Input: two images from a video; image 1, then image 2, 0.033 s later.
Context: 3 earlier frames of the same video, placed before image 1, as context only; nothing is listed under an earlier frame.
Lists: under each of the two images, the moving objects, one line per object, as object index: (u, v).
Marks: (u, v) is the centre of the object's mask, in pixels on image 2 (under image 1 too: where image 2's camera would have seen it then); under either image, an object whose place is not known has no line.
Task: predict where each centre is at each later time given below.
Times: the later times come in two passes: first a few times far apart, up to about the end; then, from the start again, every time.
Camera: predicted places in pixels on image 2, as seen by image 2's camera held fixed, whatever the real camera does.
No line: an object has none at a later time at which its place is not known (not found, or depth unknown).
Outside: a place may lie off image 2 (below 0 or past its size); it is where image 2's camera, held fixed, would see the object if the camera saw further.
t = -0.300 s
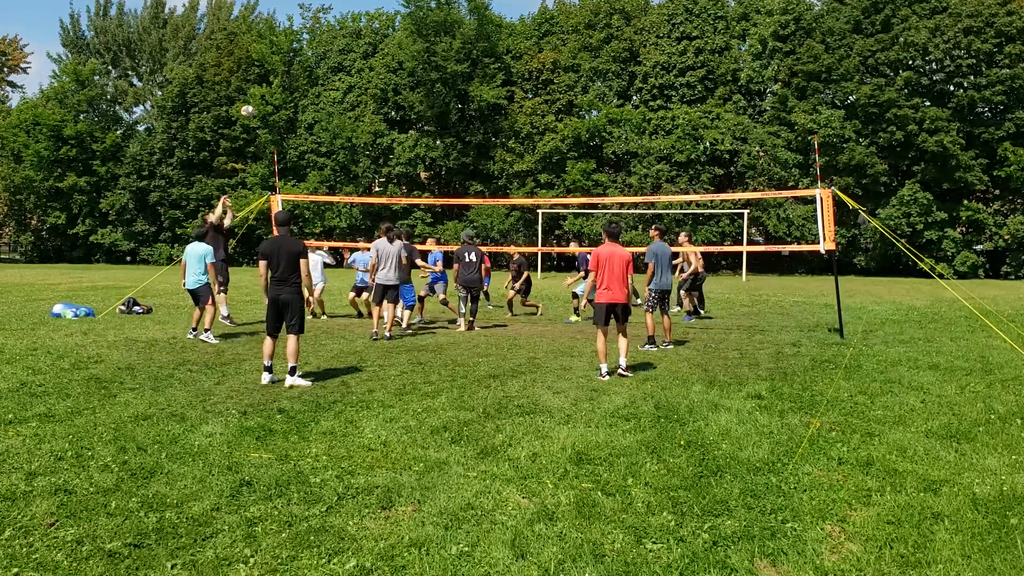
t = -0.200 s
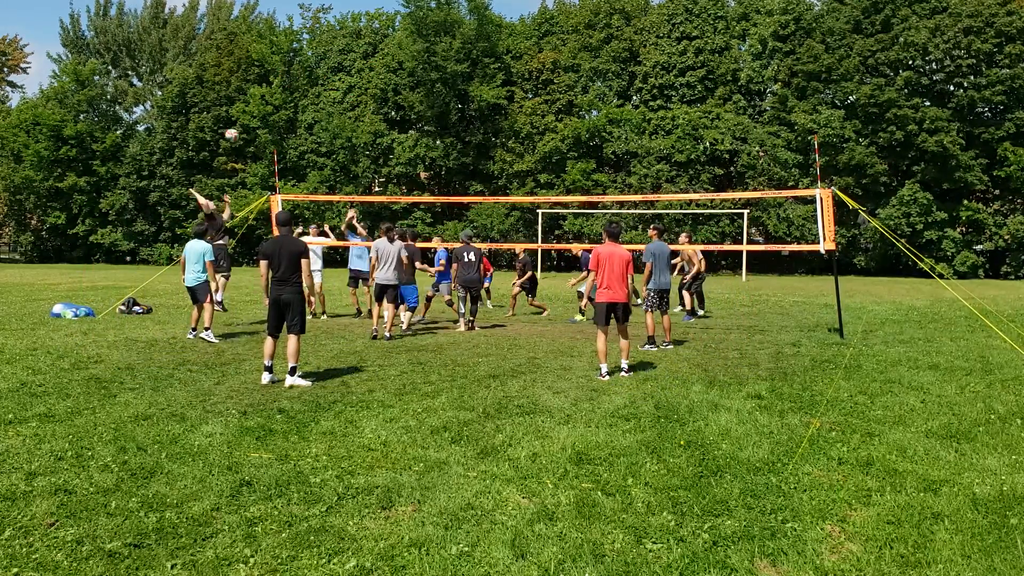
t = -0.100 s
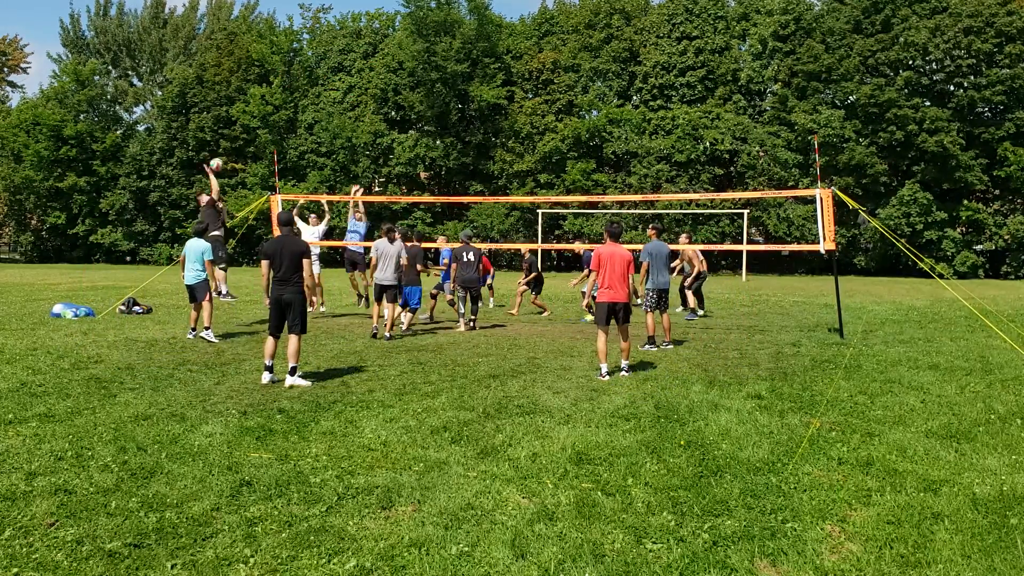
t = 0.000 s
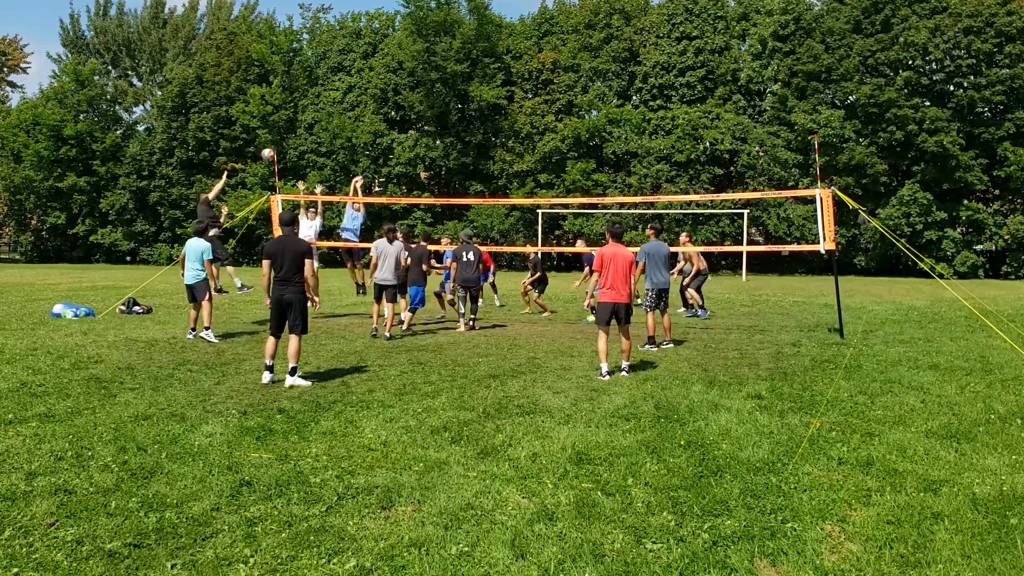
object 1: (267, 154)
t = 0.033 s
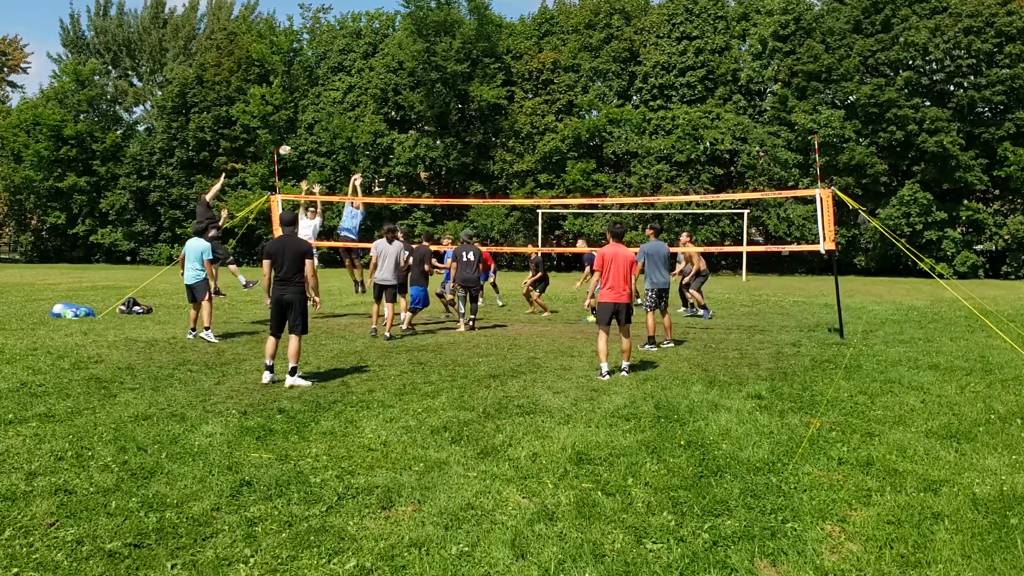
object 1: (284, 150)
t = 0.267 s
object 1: (390, 148)
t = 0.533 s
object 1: (482, 174)
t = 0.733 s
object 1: (535, 209)
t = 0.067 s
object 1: (302, 149)
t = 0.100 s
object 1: (318, 147)
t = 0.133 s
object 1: (333, 146)
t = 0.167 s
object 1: (348, 146)
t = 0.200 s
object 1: (363, 145)
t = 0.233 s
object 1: (377, 146)
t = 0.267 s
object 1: (390, 148)
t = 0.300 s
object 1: (403, 149)
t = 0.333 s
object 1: (415, 151)
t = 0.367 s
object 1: (427, 155)
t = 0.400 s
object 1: (439, 157)
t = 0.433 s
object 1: (451, 161)
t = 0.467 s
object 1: (461, 165)
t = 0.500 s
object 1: (472, 170)
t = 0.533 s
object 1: (482, 174)
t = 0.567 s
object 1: (492, 179)
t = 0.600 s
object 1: (501, 185)
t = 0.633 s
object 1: (510, 190)
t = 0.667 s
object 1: (519, 194)
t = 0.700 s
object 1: (527, 203)
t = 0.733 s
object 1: (535, 209)
